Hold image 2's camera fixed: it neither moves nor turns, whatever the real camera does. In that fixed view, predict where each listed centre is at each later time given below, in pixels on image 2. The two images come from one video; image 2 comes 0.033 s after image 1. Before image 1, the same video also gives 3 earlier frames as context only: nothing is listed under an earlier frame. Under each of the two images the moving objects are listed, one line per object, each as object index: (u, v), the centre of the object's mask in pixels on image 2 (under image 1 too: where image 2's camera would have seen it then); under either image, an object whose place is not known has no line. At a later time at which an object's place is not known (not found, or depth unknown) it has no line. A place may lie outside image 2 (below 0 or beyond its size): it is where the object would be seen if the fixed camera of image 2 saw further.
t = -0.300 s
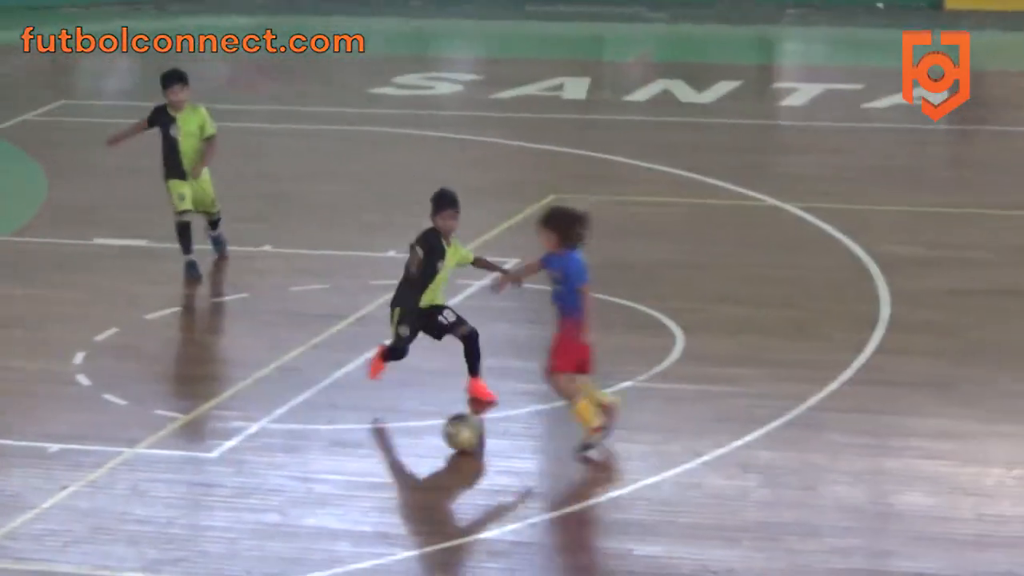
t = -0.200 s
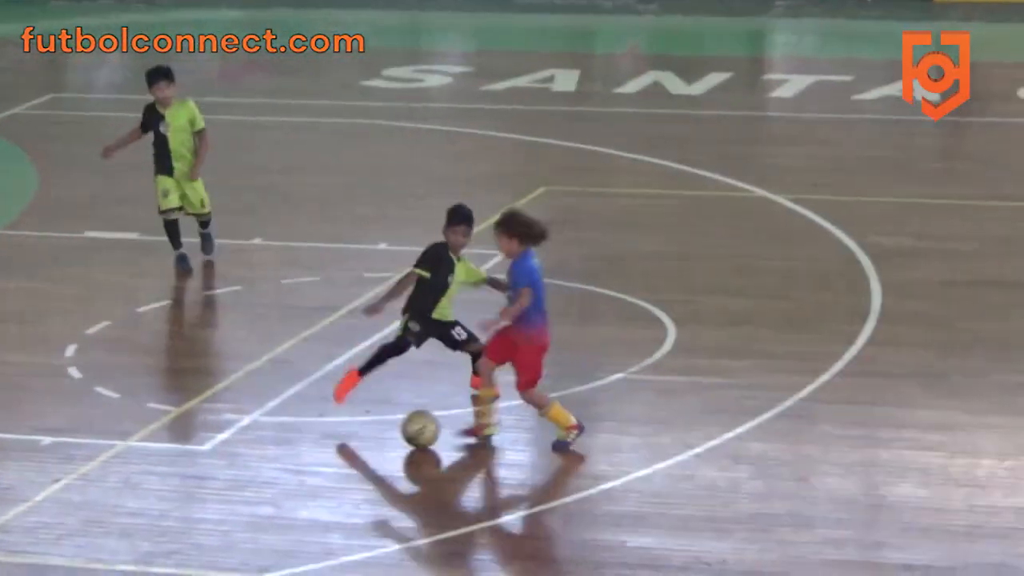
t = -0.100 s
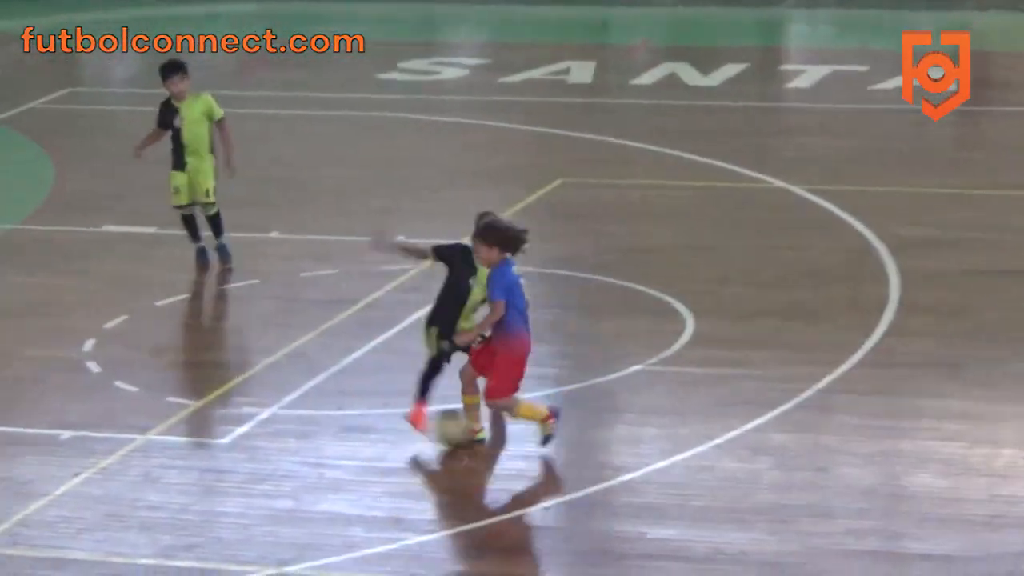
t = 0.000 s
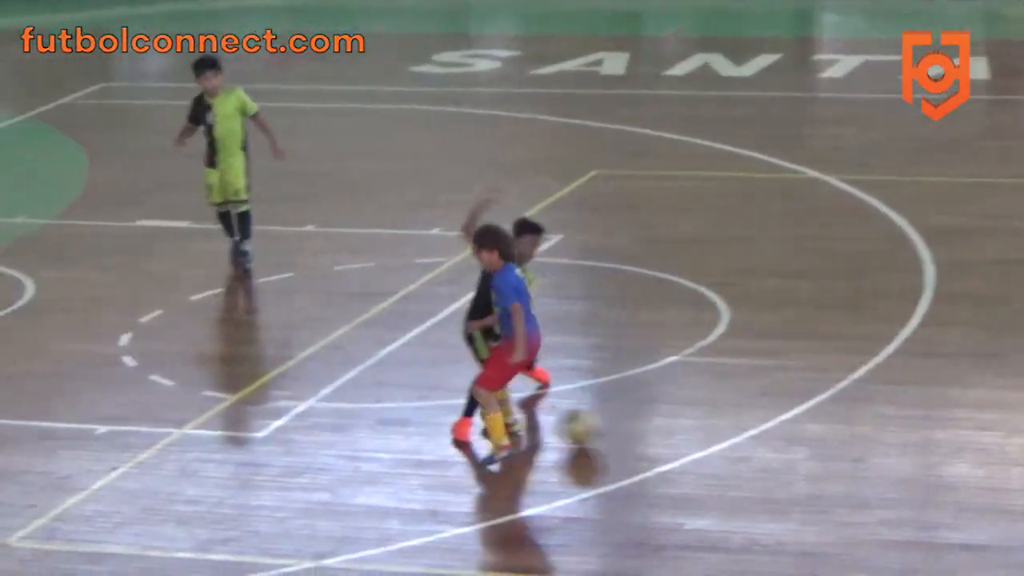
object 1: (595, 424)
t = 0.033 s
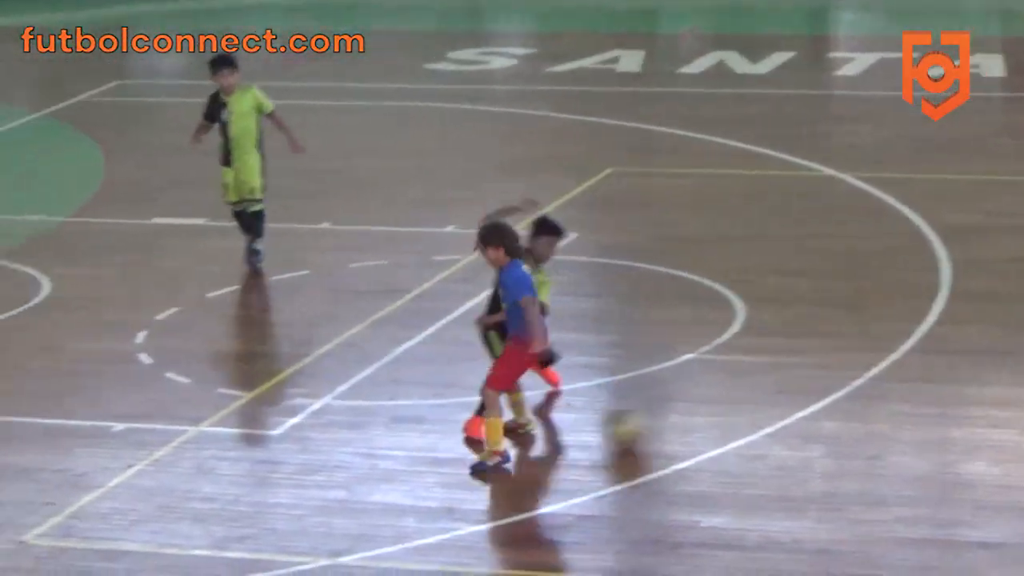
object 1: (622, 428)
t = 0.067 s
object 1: (650, 430)
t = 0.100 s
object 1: (681, 432)
